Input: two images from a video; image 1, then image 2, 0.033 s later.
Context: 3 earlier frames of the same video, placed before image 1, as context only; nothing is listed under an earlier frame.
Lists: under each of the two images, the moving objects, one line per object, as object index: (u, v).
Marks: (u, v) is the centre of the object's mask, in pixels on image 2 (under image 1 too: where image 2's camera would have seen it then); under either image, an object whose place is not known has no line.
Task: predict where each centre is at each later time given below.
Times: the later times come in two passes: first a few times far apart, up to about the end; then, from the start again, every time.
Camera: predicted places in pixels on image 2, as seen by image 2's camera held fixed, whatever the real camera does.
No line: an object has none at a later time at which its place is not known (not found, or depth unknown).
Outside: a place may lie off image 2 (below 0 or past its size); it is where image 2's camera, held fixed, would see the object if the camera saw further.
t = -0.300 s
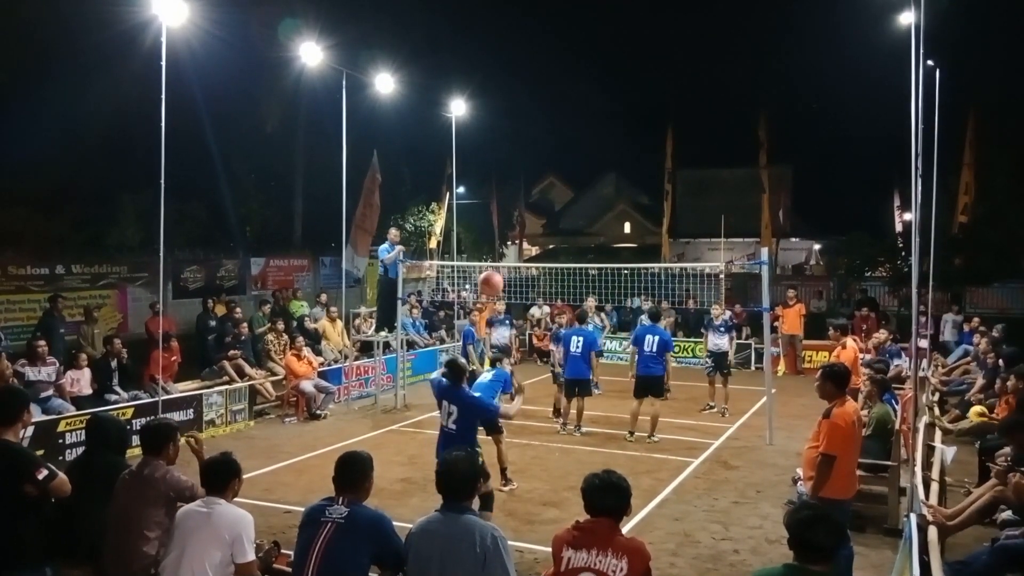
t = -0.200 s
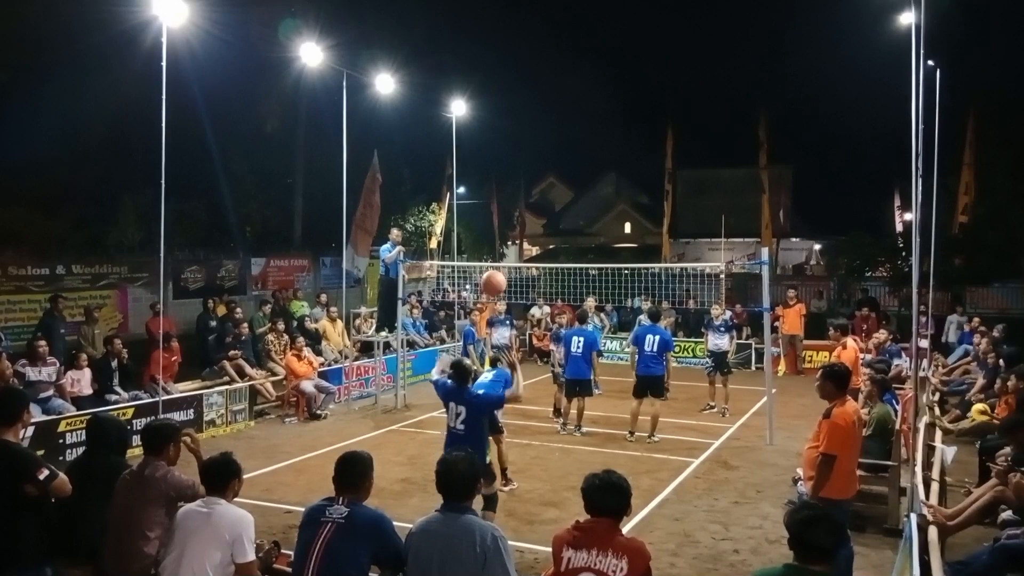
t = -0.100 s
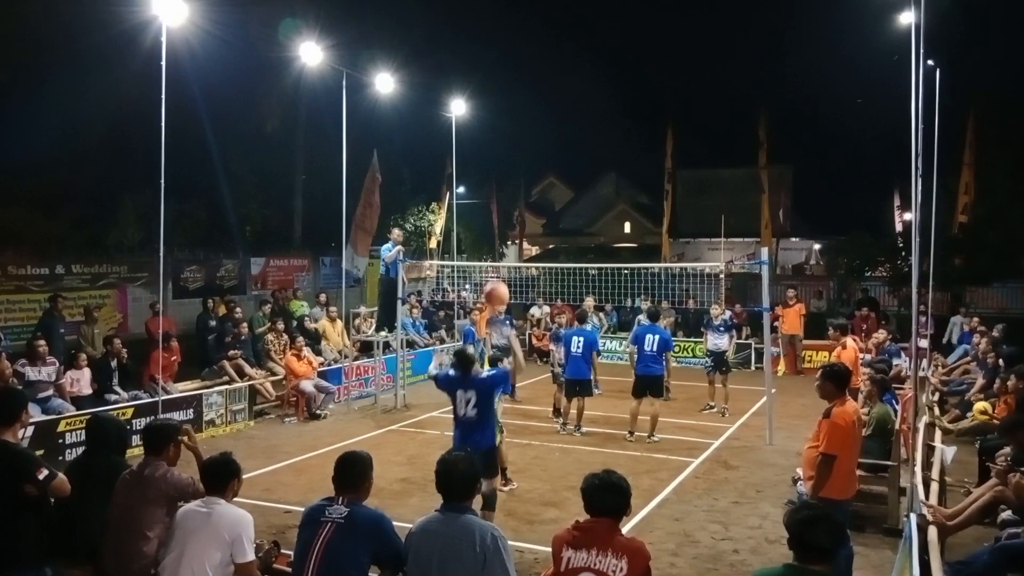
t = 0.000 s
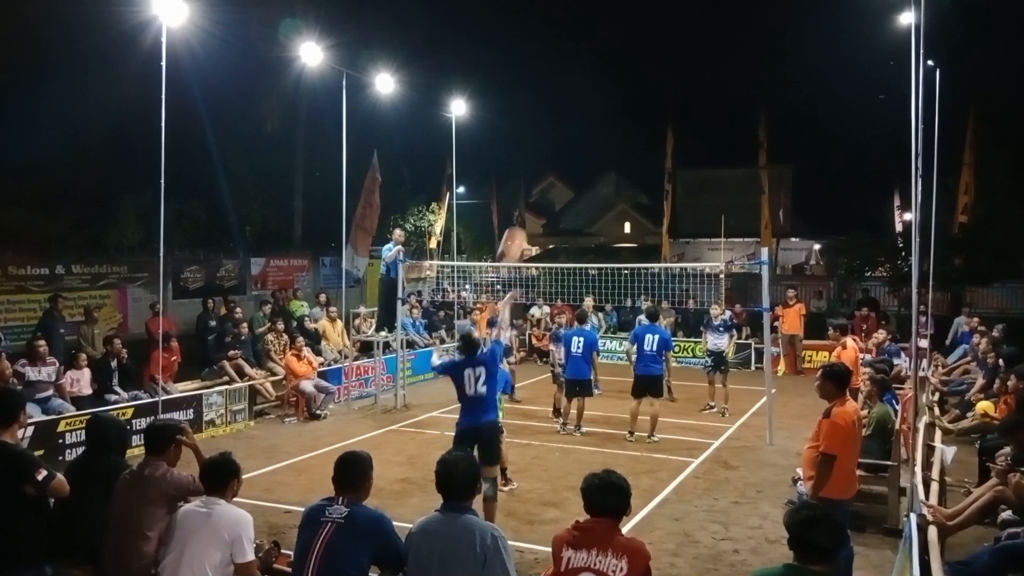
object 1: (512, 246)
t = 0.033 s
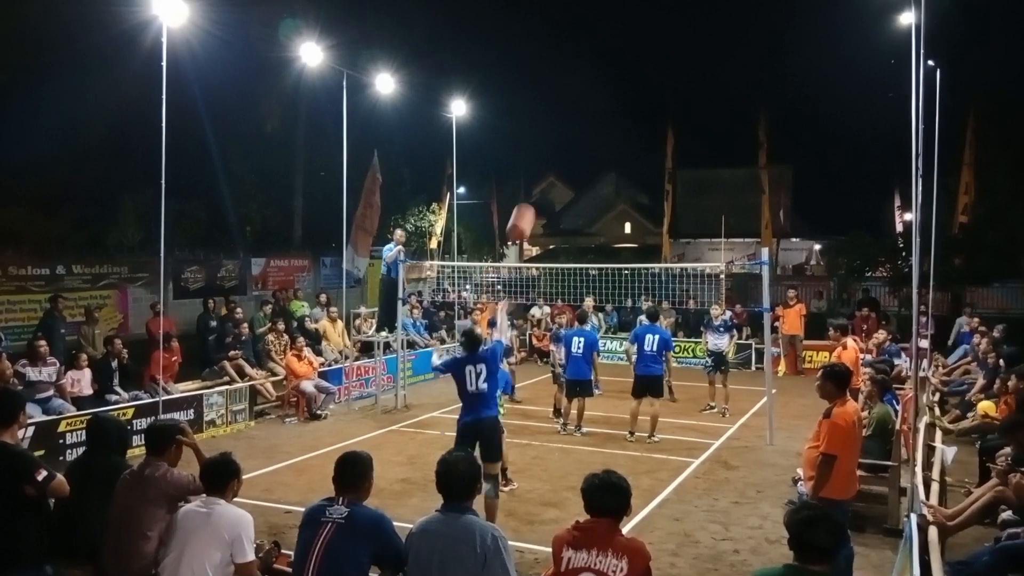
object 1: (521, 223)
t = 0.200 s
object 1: (555, 134)
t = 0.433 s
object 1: (587, 81)
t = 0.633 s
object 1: (603, 81)
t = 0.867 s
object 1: (614, 118)
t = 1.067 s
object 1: (618, 172)
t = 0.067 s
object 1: (529, 201)
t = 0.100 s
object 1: (536, 182)
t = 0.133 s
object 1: (543, 164)
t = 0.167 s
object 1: (550, 148)
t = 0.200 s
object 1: (555, 134)
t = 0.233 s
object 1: (561, 123)
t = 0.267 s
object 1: (567, 112)
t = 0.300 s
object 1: (571, 103)
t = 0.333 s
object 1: (576, 96)
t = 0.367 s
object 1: (580, 90)
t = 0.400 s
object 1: (584, 85)
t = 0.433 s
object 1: (587, 81)
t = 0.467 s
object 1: (591, 79)
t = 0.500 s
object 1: (594, 78)
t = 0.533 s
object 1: (596, 77)
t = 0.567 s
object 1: (599, 77)
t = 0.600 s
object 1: (601, 79)
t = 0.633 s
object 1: (603, 81)
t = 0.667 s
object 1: (606, 84)
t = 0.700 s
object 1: (608, 88)
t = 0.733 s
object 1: (609, 93)
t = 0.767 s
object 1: (610, 98)
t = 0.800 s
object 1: (611, 104)
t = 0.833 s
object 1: (613, 111)
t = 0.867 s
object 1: (614, 118)
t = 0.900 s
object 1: (616, 125)
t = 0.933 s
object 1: (615, 134)
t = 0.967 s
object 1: (616, 143)
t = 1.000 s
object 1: (617, 152)
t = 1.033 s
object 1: (617, 162)
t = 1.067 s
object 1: (618, 172)
